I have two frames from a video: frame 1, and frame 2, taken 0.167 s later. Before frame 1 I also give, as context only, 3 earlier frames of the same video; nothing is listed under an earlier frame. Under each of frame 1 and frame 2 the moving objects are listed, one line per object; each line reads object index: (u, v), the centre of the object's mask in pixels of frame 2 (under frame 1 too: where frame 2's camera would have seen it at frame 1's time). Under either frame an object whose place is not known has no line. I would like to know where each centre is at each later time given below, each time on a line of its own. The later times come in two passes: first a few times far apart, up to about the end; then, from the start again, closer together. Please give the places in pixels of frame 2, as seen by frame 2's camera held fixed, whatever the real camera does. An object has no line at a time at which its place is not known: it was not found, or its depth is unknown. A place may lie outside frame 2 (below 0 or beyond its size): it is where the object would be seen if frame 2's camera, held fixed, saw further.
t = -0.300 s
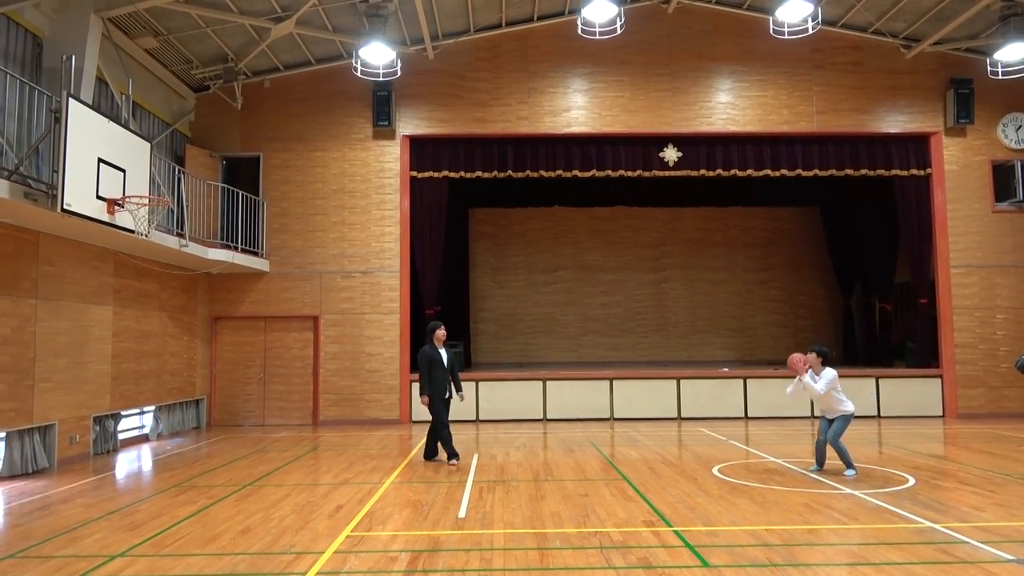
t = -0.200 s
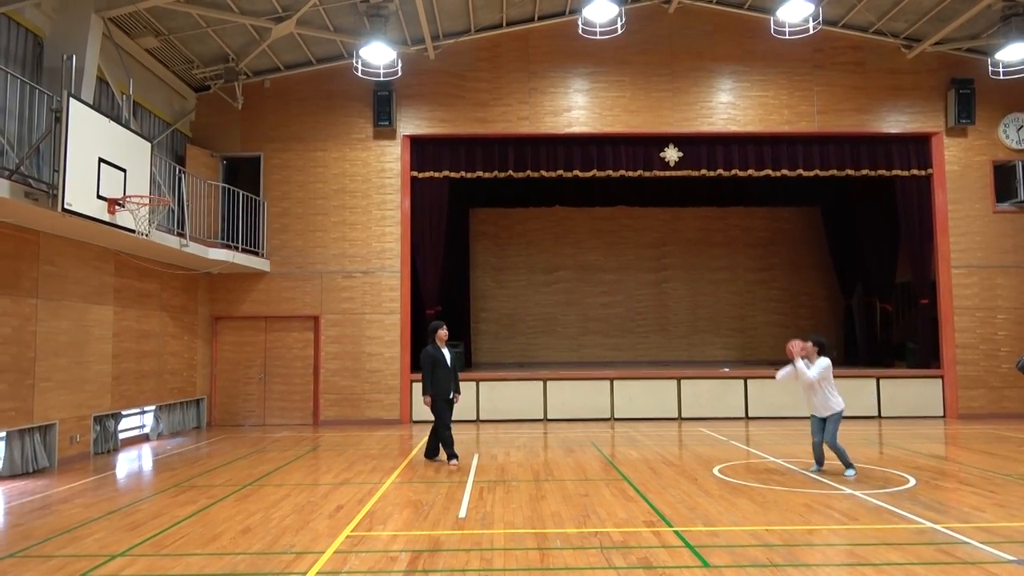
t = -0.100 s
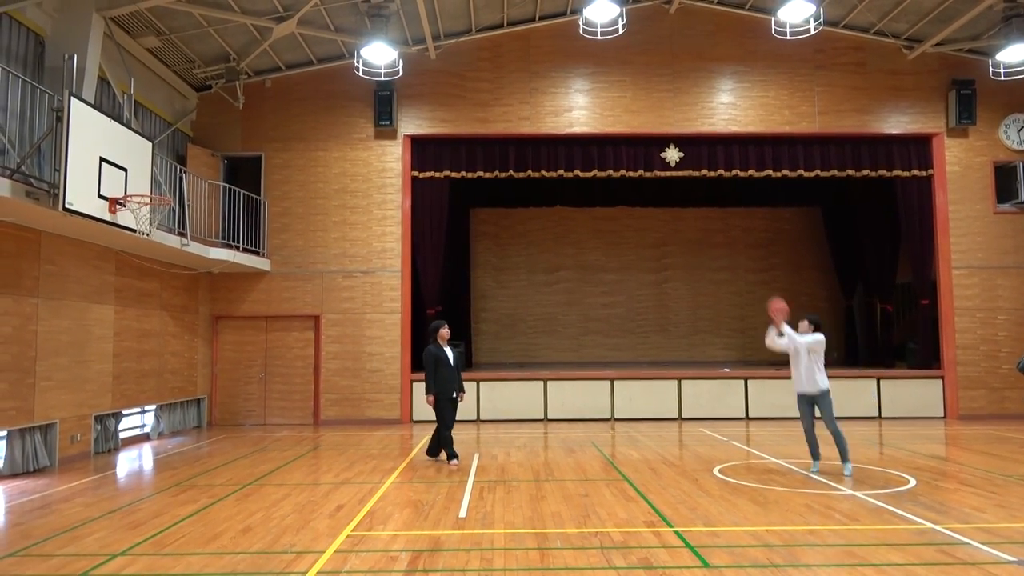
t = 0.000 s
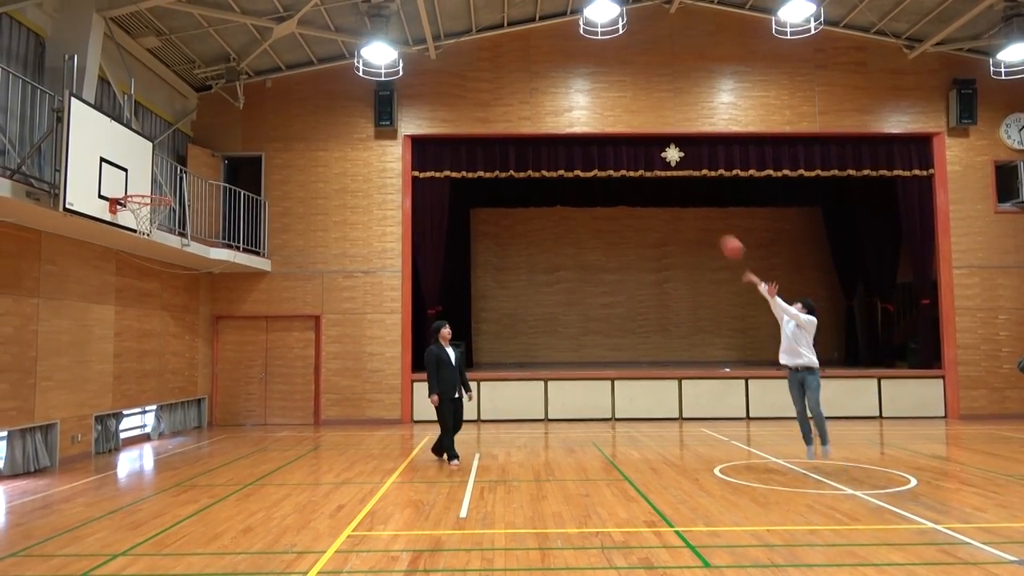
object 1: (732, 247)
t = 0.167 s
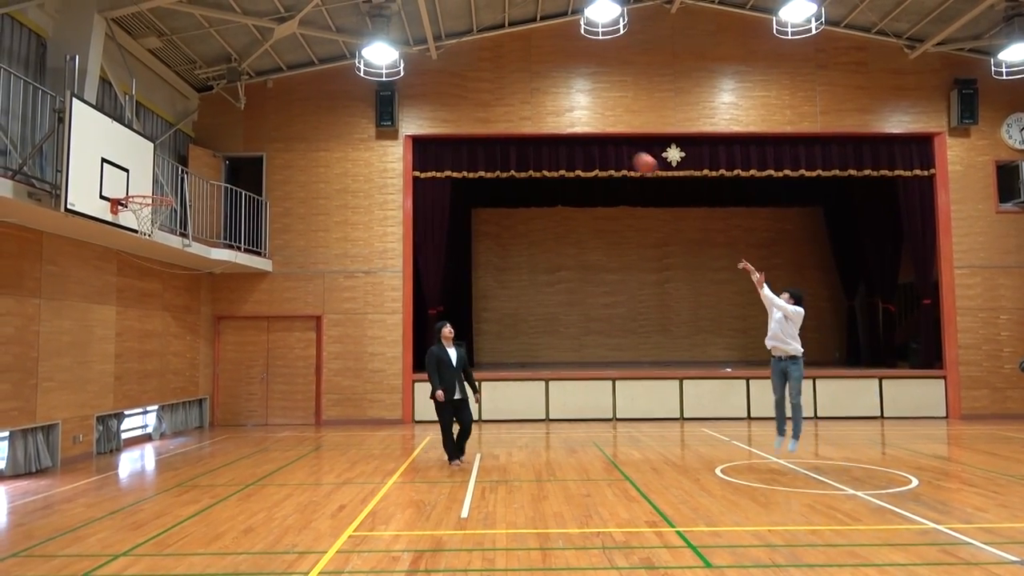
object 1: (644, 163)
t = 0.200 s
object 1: (627, 151)
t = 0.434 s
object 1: (512, 84)
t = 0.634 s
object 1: (416, 65)
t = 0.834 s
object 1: (321, 78)
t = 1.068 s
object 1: (212, 138)
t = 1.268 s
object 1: (138, 219)
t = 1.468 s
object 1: (169, 288)
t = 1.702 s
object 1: (201, 418)
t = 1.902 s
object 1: (238, 414)
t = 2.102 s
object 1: (280, 359)
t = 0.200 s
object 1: (627, 151)
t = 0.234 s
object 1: (611, 139)
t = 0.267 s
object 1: (593, 129)
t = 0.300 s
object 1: (576, 116)
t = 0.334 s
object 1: (560, 107)
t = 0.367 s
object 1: (544, 98)
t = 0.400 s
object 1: (528, 91)
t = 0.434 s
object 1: (512, 84)
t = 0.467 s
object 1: (495, 77)
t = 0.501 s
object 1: (479, 73)
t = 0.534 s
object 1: (463, 69)
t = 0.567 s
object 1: (447, 66)
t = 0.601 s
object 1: (431, 65)
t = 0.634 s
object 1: (416, 65)
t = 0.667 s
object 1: (401, 63)
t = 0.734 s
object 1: (366, 68)
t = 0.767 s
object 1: (350, 69)
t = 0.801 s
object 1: (337, 74)
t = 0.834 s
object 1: (321, 78)
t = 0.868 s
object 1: (305, 84)
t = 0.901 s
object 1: (290, 91)
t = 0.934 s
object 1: (274, 98)
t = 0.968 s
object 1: (259, 106)
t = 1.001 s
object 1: (244, 116)
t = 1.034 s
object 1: (228, 127)
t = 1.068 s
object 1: (212, 138)
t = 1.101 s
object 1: (196, 149)
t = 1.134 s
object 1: (182, 162)
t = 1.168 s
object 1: (164, 177)
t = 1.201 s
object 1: (147, 190)
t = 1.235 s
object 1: (135, 208)
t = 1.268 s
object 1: (138, 219)
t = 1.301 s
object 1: (144, 227)
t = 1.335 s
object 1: (148, 238)
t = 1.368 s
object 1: (153, 250)
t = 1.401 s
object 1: (161, 261)
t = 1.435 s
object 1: (165, 272)
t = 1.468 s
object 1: (169, 288)
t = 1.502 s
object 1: (175, 303)
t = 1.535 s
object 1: (179, 320)
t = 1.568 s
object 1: (182, 338)
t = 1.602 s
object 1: (187, 357)
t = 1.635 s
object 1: (191, 375)
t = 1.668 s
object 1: (196, 396)
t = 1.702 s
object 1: (201, 418)
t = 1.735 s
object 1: (203, 440)
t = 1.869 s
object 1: (230, 430)
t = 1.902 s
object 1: (238, 414)
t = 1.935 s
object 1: (245, 404)
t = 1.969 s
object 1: (252, 393)
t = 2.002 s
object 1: (259, 384)
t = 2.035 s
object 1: (266, 374)
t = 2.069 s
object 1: (273, 365)
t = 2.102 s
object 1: (280, 359)
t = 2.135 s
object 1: (287, 353)
